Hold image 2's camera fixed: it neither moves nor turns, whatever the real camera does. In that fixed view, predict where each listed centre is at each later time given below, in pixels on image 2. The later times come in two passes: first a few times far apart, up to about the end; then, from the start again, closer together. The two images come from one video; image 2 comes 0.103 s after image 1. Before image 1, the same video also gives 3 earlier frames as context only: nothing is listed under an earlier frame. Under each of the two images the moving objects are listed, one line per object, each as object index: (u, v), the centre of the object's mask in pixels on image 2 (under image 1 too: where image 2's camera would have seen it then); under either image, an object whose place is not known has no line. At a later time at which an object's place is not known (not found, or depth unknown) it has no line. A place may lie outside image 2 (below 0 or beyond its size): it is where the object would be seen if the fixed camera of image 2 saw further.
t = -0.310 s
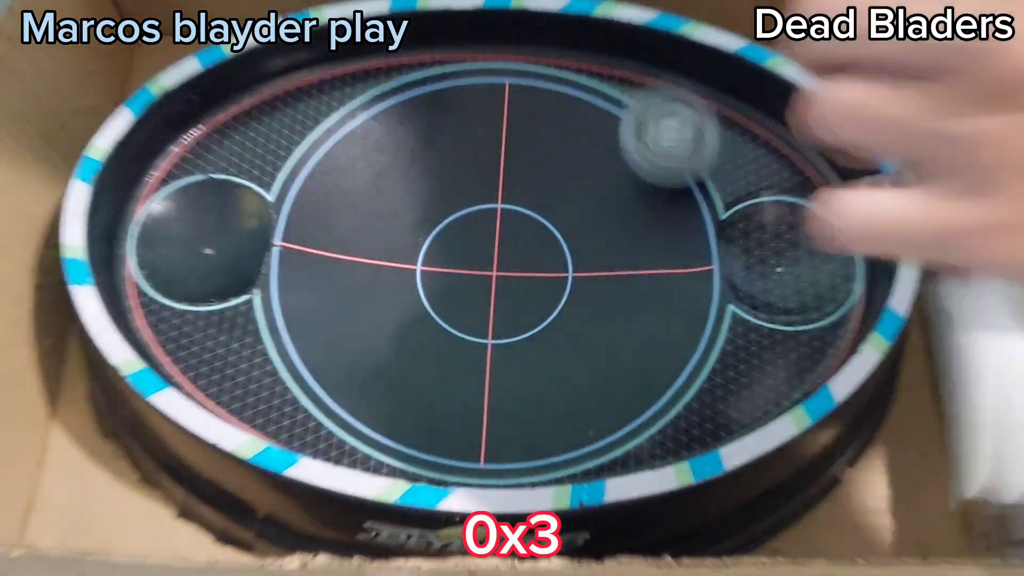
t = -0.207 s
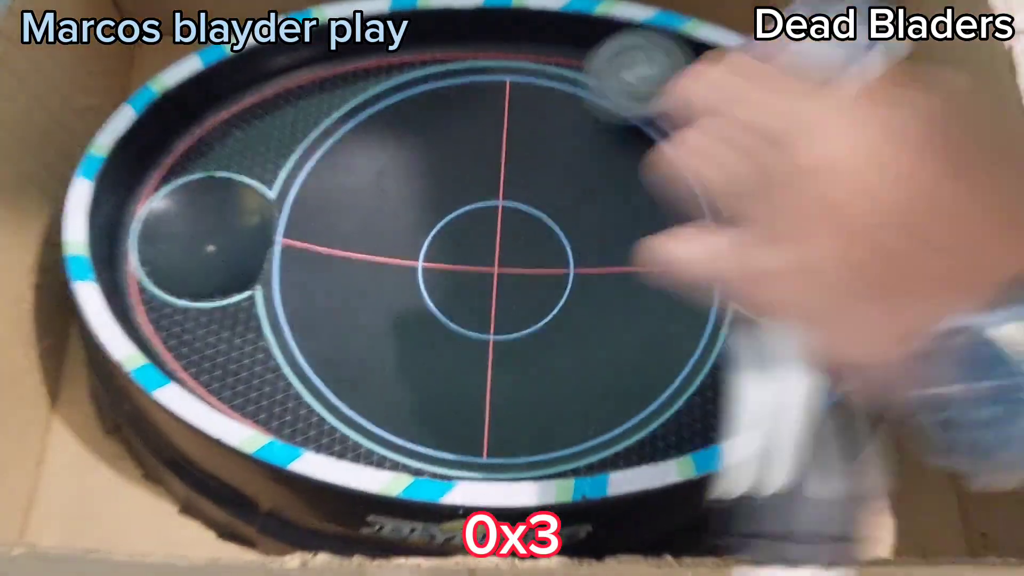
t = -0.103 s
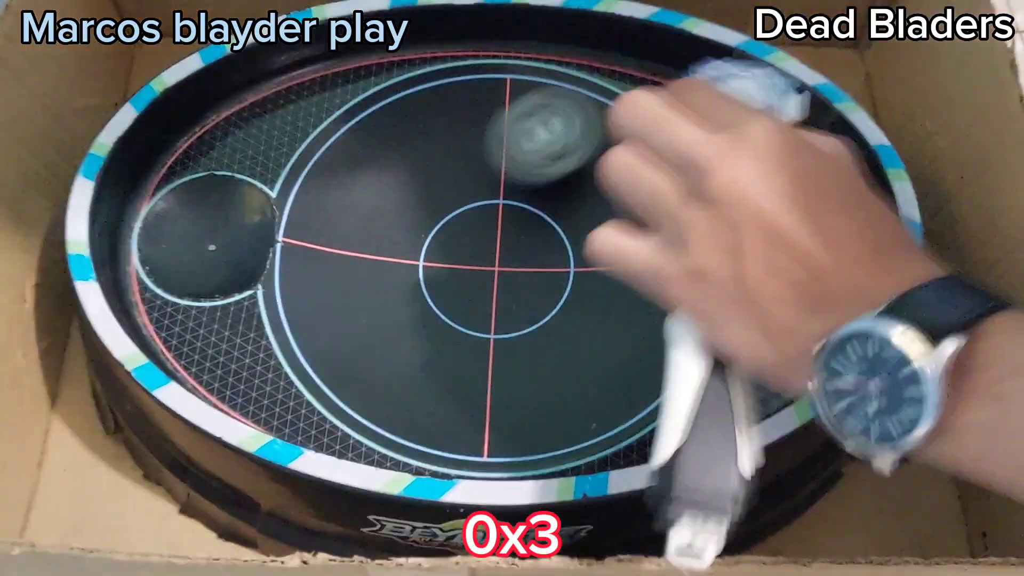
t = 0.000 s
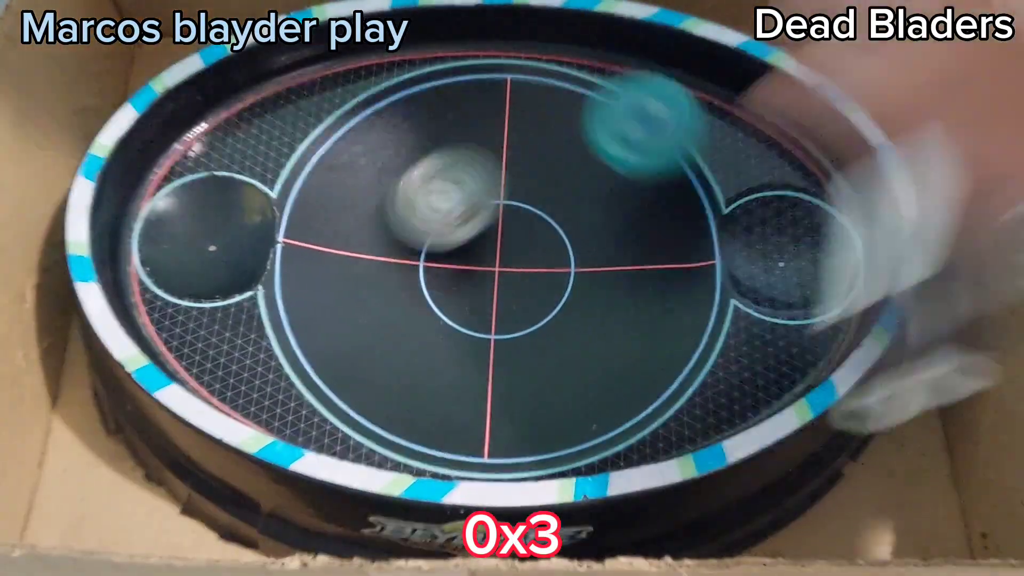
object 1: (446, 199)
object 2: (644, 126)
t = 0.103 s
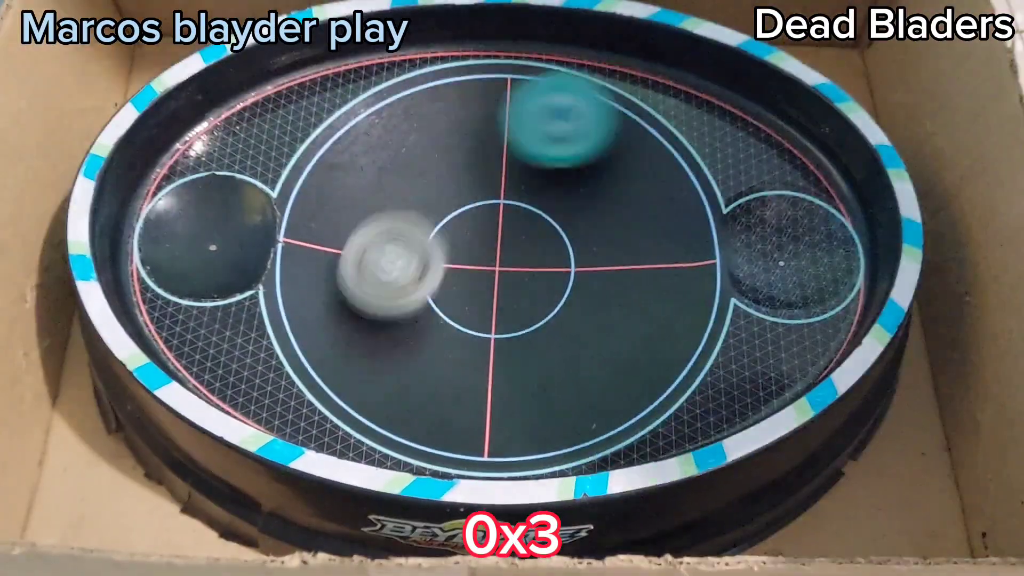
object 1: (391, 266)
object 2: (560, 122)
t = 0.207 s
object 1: (399, 331)
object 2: (468, 158)
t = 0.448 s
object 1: (597, 371)
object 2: (430, 342)
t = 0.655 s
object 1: (670, 200)
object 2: (702, 338)
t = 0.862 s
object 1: (520, 97)
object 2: (799, 164)
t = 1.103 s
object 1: (312, 194)
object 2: (633, 101)
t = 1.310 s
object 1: (369, 374)
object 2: (368, 188)
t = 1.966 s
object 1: (483, 65)
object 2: (590, 154)
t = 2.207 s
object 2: (481, 112)
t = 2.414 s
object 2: (431, 182)
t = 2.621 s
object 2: (476, 252)
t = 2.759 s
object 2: (531, 273)
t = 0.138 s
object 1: (387, 288)
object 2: (528, 127)
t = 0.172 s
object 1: (389, 310)
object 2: (498, 141)
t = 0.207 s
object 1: (399, 331)
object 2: (468, 158)
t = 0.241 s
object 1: (417, 350)
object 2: (441, 179)
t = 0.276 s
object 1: (439, 365)
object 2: (421, 204)
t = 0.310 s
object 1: (467, 377)
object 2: (406, 234)
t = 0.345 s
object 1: (500, 385)
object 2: (400, 264)
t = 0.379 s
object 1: (534, 386)
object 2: (403, 293)
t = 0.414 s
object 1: (565, 380)
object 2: (413, 318)
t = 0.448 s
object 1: (597, 371)
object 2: (430, 342)
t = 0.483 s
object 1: (624, 355)
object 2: (458, 364)
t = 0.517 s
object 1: (647, 335)
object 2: (493, 380)
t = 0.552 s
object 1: (664, 310)
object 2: (536, 387)
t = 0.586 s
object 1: (677, 282)
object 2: (576, 387)
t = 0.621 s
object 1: (682, 255)
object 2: (619, 379)
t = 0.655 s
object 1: (670, 200)
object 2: (702, 338)
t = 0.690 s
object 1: (656, 175)
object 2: (738, 309)
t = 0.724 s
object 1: (635, 151)
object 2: (776, 280)
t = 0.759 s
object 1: (611, 132)
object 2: (802, 261)
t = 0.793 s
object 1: (583, 116)
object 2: (826, 228)
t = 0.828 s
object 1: (553, 104)
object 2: (820, 194)
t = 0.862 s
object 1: (520, 97)
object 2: (799, 164)
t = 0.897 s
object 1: (485, 94)
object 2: (773, 145)
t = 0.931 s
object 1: (448, 99)
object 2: (748, 130)
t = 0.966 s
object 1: (416, 107)
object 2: (727, 118)
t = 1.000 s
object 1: (381, 121)
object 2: (707, 108)
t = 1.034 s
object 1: (353, 141)
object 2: (687, 101)
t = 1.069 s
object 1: (329, 165)
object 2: (664, 99)
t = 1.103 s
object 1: (312, 194)
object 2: (633, 101)
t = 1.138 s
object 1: (301, 226)
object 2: (594, 108)
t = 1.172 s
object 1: (300, 257)
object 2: (552, 116)
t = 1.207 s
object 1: (305, 289)
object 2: (505, 125)
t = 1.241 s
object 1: (317, 320)
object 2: (456, 139)
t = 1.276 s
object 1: (340, 349)
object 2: (410, 159)
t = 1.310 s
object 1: (369, 374)
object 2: (368, 188)
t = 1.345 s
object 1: (404, 394)
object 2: (333, 220)
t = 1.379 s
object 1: (446, 408)
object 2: (307, 257)
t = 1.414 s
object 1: (490, 414)
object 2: (290, 300)
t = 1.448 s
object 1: (535, 411)
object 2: (290, 343)
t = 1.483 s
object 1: (580, 400)
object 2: (302, 382)
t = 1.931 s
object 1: (520, 59)
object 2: (601, 171)
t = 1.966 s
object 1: (483, 65)
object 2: (590, 154)
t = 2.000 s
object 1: (444, 77)
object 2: (576, 138)
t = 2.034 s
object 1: (412, 93)
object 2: (563, 127)
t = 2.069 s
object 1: (378, 116)
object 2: (546, 117)
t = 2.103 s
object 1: (353, 138)
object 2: (530, 110)
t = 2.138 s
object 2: (513, 107)
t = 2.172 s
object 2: (496, 108)
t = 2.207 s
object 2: (481, 112)
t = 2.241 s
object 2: (466, 118)
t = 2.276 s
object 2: (453, 128)
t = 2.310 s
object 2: (444, 139)
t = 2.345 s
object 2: (437, 153)
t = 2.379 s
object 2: (433, 169)
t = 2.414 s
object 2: (431, 182)
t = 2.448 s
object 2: (433, 196)
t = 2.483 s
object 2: (437, 212)
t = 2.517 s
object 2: (444, 224)
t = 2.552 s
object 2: (454, 235)
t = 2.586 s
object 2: (465, 244)
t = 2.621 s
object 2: (476, 252)
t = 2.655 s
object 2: (489, 261)
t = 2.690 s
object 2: (503, 266)
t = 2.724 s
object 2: (517, 271)
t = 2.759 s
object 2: (531, 273)
